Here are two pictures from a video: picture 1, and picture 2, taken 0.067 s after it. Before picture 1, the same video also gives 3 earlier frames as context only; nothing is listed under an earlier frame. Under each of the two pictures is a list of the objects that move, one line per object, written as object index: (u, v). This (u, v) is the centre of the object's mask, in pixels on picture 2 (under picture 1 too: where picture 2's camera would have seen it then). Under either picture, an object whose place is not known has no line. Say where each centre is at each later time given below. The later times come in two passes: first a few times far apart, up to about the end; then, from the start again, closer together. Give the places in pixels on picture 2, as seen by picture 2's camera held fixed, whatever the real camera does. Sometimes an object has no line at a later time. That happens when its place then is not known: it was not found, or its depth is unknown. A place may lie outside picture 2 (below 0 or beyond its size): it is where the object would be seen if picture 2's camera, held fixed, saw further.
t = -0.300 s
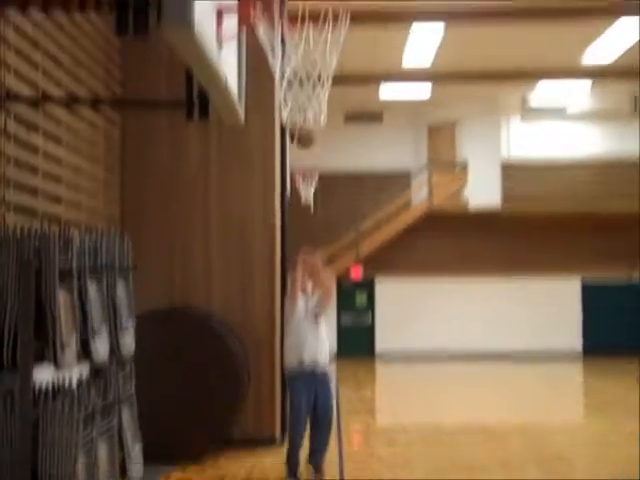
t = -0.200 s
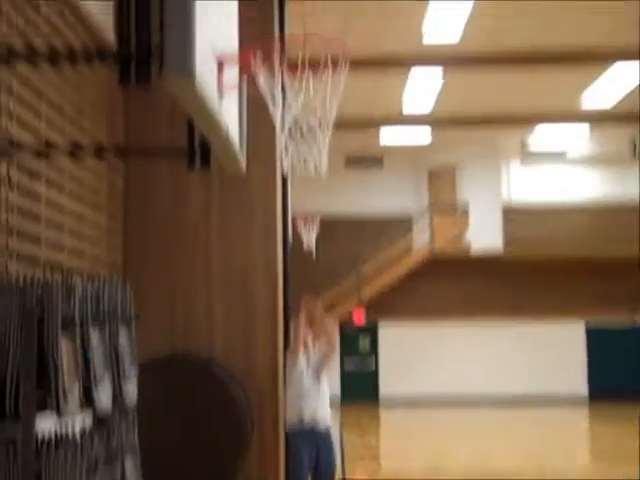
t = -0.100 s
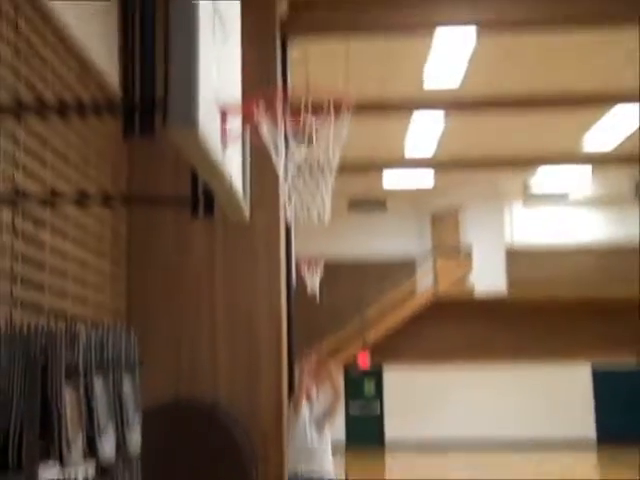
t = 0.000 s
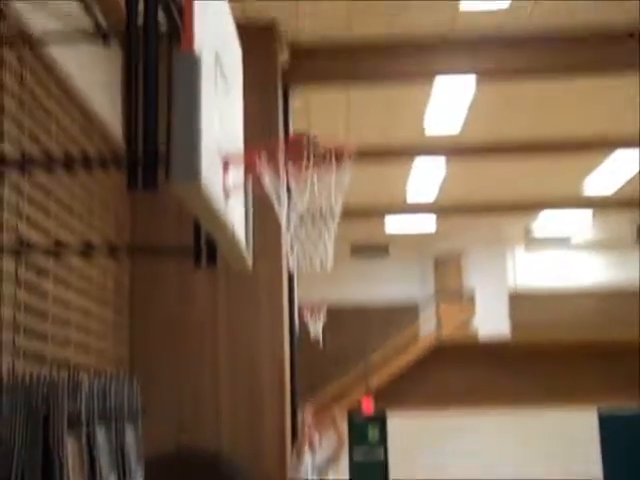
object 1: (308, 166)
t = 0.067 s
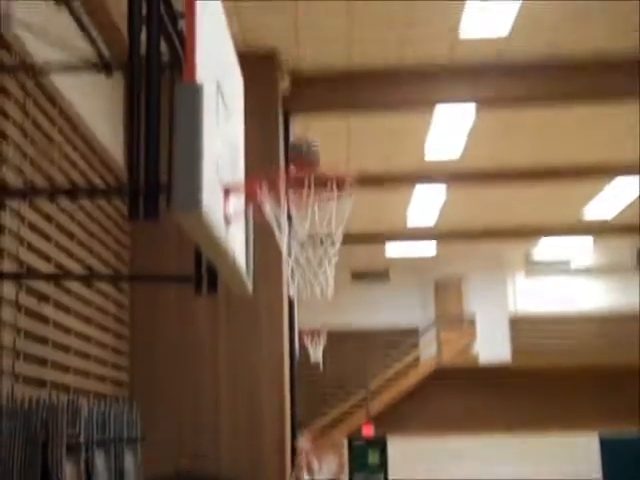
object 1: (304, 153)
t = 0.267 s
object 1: (303, 137)
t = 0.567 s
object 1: (305, 162)
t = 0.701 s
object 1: (315, 163)
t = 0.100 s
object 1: (304, 149)
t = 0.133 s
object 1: (304, 144)
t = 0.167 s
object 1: (303, 141)
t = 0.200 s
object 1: (304, 137)
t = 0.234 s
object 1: (303, 137)
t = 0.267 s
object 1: (303, 137)
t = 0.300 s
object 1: (303, 139)
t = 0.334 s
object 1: (304, 145)
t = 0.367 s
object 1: (305, 152)
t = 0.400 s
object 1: (303, 159)
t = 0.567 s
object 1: (305, 162)
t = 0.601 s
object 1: (307, 161)
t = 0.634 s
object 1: (311, 160)
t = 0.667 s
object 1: (313, 161)
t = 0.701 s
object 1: (315, 163)
